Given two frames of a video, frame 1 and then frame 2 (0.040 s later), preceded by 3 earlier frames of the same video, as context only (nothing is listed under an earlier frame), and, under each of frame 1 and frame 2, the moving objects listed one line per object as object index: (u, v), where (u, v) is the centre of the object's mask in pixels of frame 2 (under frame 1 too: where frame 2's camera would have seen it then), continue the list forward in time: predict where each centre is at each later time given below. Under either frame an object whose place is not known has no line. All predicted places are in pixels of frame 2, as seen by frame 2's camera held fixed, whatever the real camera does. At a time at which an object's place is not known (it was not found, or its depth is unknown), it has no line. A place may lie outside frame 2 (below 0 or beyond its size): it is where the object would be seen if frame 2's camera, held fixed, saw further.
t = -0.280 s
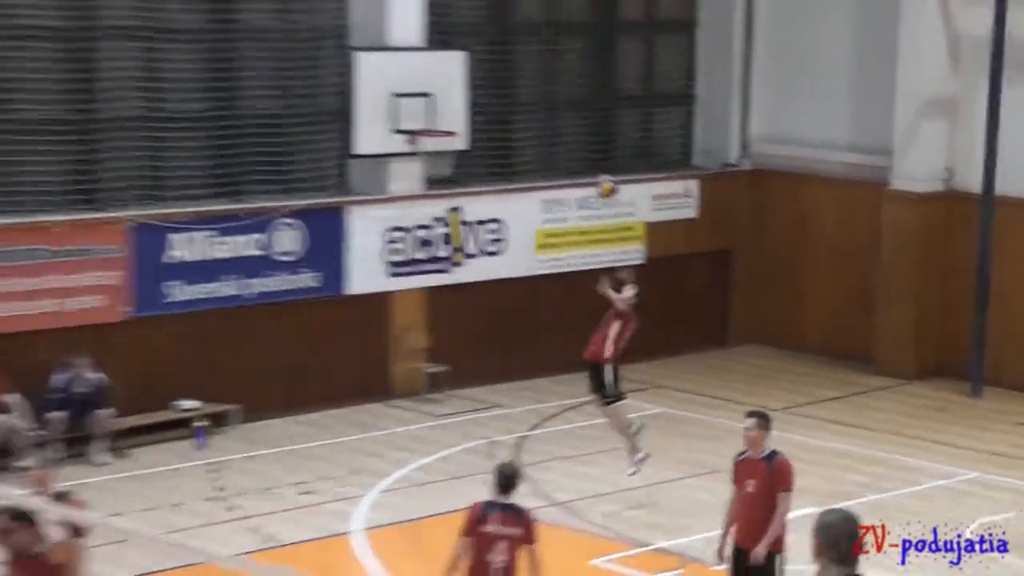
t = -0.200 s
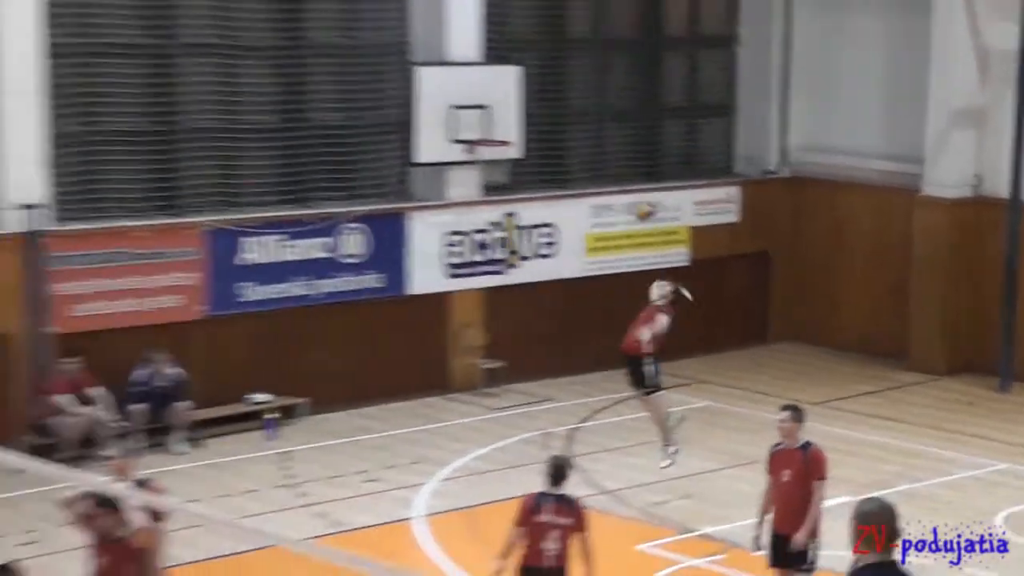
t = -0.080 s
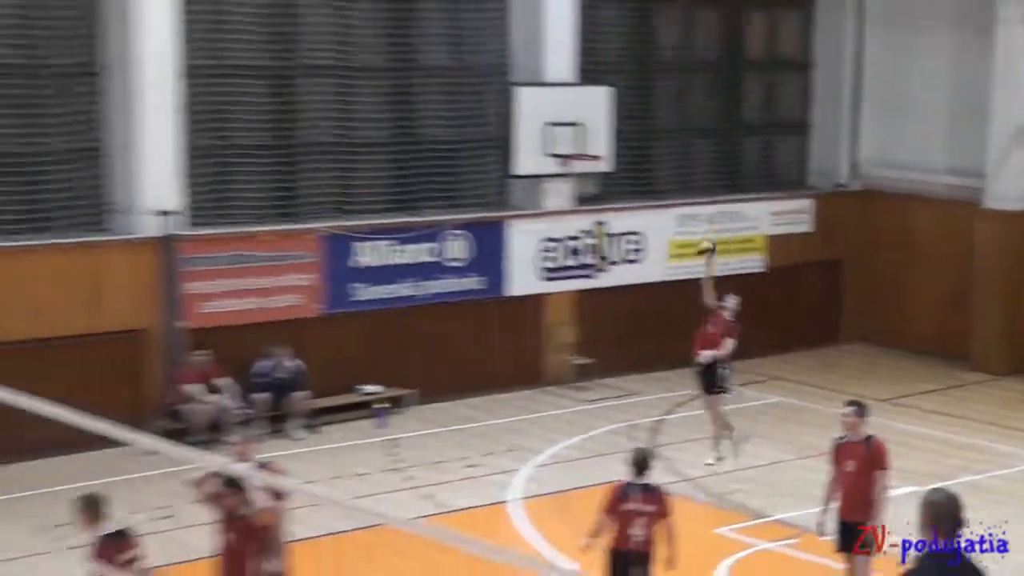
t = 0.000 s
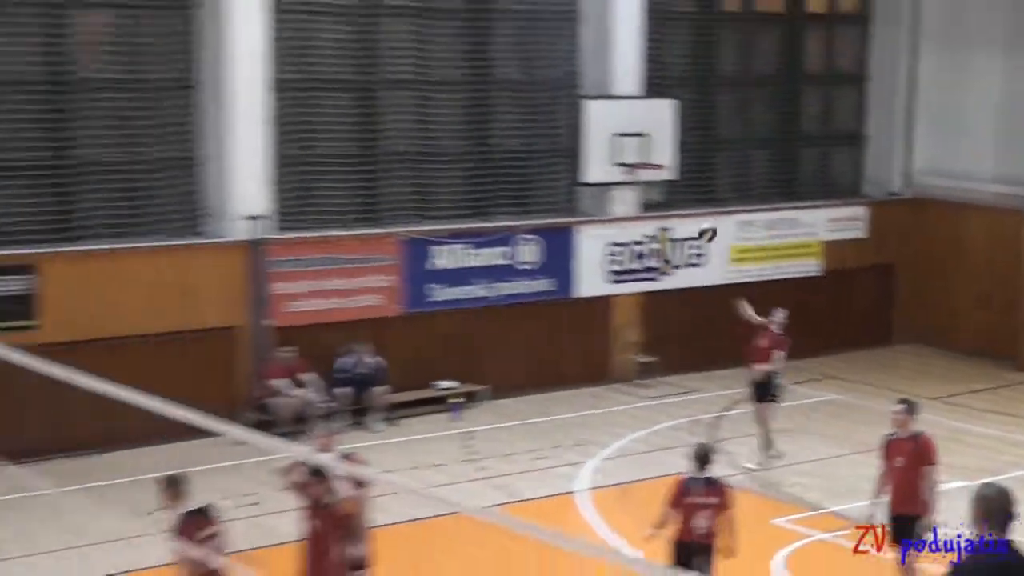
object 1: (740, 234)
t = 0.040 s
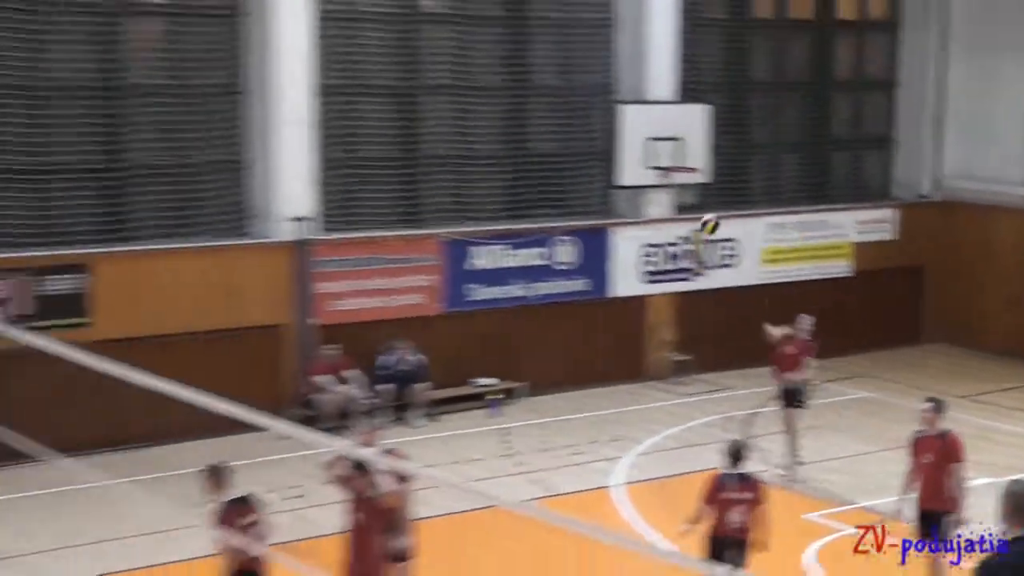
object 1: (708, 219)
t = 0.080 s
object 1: (678, 211)
